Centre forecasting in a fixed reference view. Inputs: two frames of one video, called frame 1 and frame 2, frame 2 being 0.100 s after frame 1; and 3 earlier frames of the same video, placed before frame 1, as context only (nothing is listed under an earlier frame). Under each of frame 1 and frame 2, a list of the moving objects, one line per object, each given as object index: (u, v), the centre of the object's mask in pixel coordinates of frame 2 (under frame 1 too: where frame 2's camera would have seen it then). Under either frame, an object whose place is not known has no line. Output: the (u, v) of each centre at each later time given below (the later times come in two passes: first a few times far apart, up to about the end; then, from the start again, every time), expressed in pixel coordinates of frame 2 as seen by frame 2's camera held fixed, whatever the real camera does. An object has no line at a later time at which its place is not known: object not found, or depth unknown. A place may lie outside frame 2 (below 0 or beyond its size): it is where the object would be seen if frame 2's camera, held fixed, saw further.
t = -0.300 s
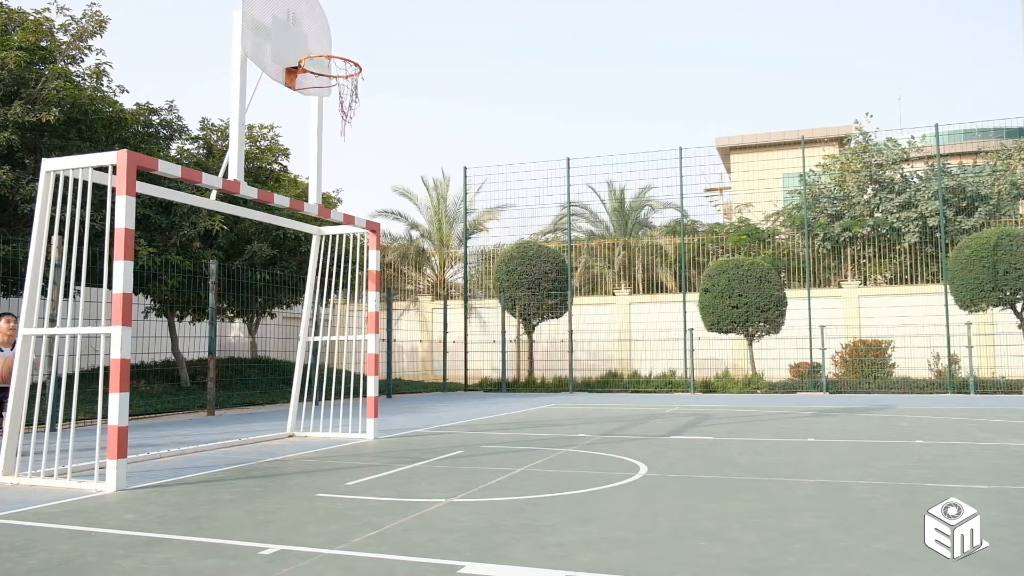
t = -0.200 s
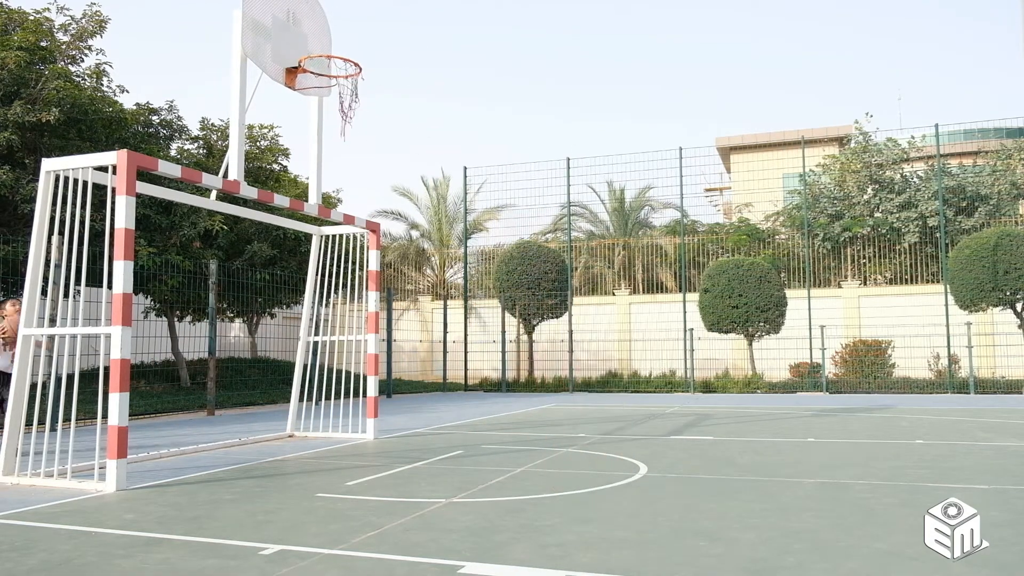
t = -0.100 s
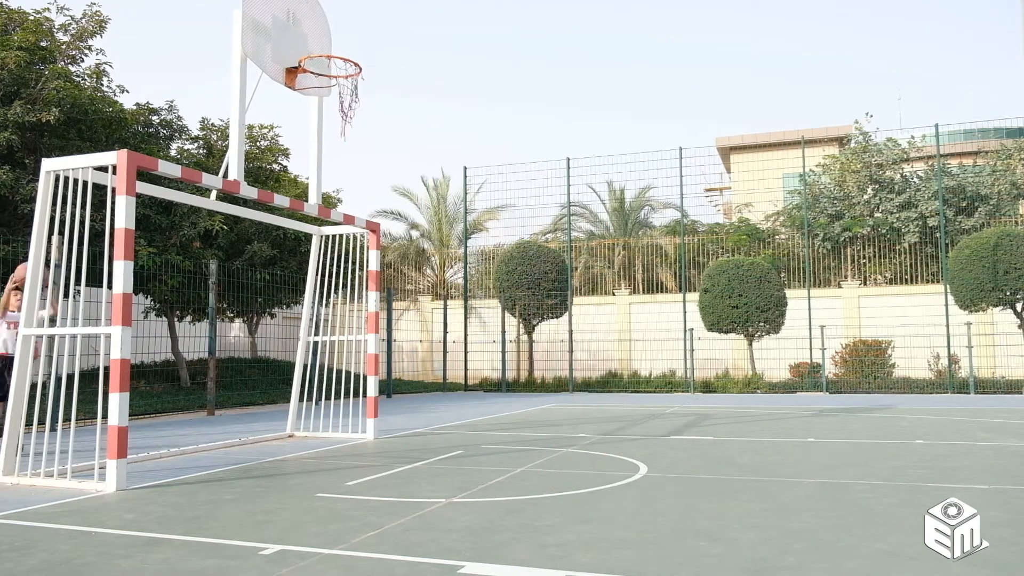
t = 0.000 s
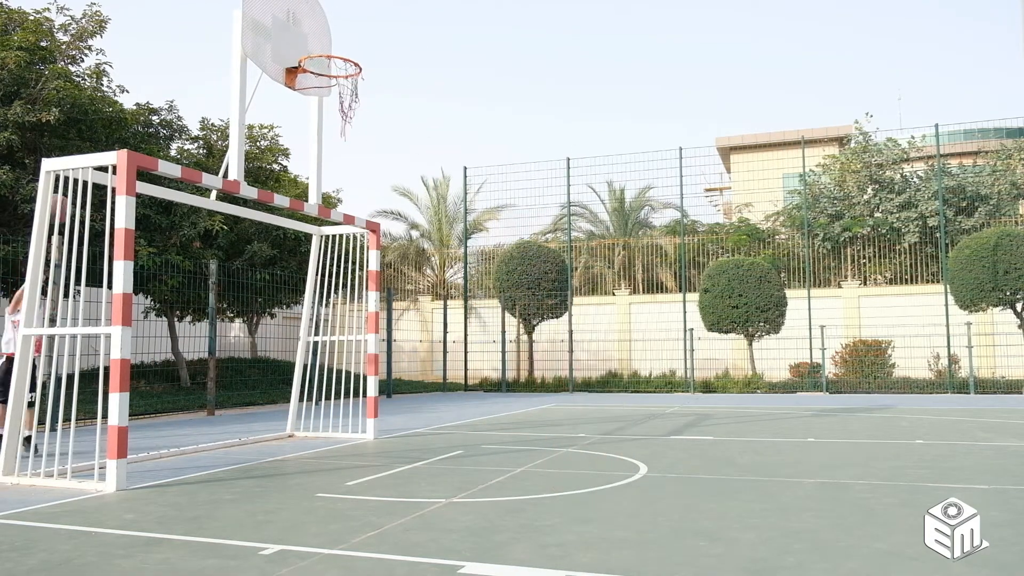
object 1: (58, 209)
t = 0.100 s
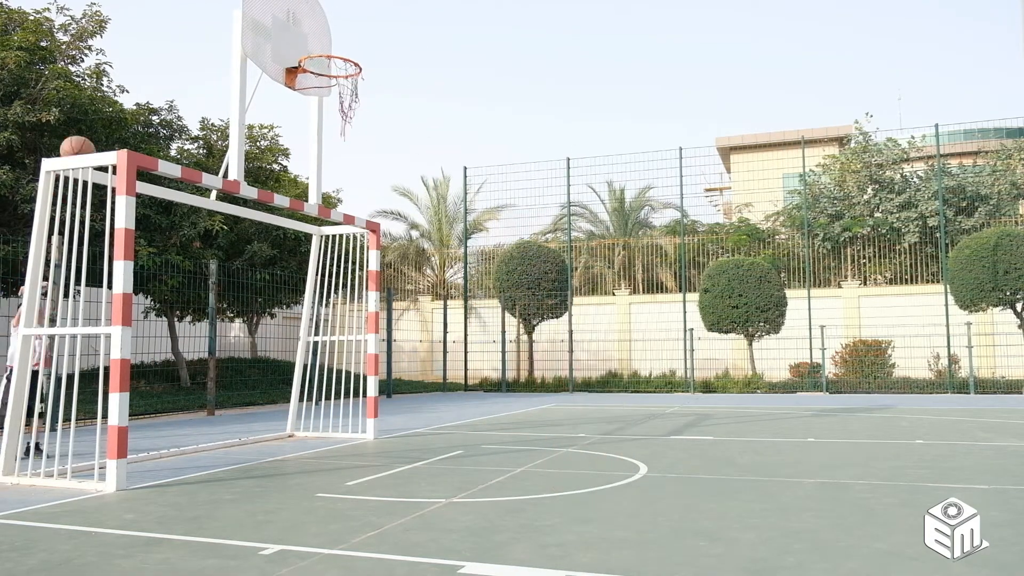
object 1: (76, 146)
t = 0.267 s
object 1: (117, 80)
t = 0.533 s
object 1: (181, 32)
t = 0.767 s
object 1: (242, 69)
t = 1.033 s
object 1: (319, 219)
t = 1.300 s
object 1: (402, 459)
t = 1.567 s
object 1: (434, 245)
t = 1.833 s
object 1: (466, 149)
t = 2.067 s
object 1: (496, 165)
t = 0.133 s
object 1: (85, 135)
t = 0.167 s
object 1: (93, 119)
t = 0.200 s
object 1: (101, 105)
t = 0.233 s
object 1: (109, 91)
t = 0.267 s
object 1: (117, 80)
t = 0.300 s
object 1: (125, 69)
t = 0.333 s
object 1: (133, 60)
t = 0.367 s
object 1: (141, 52)
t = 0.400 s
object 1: (149, 45)
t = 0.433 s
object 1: (157, 40)
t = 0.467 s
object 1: (165, 36)
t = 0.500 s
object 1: (173, 33)
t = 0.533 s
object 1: (181, 32)
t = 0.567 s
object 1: (190, 32)
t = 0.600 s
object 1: (198, 34)
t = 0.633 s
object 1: (207, 38)
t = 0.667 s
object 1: (215, 43)
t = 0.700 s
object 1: (224, 50)
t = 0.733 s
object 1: (233, 58)
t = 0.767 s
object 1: (242, 69)
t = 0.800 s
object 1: (251, 80)
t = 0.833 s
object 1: (261, 94)
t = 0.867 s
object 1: (270, 110)
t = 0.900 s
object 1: (279, 127)
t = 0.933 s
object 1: (289, 147)
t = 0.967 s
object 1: (299, 169)
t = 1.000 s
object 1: (308, 193)
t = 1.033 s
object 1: (319, 219)
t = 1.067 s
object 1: (329, 247)
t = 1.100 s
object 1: (340, 278)
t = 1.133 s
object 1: (351, 312)
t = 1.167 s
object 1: (362, 348)
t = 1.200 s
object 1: (373, 387)
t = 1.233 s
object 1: (385, 428)
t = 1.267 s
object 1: (396, 472)
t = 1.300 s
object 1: (402, 459)
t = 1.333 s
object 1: (406, 426)
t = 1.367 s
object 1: (410, 395)
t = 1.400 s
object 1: (414, 365)
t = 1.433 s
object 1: (418, 338)
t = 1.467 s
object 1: (422, 311)
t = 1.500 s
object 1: (425, 287)
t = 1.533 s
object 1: (430, 265)
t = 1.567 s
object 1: (434, 245)
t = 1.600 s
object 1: (438, 226)
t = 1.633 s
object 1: (442, 210)
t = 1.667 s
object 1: (445, 195)
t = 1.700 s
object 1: (449, 182)
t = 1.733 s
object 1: (454, 171)
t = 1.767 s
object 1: (458, 162)
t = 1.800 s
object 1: (462, 155)
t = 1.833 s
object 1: (466, 149)
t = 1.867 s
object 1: (470, 146)
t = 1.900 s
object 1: (474, 144)
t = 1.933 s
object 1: (478, 144)
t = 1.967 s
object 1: (483, 146)
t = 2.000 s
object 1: (487, 151)
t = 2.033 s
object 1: (491, 157)
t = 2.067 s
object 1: (496, 165)
